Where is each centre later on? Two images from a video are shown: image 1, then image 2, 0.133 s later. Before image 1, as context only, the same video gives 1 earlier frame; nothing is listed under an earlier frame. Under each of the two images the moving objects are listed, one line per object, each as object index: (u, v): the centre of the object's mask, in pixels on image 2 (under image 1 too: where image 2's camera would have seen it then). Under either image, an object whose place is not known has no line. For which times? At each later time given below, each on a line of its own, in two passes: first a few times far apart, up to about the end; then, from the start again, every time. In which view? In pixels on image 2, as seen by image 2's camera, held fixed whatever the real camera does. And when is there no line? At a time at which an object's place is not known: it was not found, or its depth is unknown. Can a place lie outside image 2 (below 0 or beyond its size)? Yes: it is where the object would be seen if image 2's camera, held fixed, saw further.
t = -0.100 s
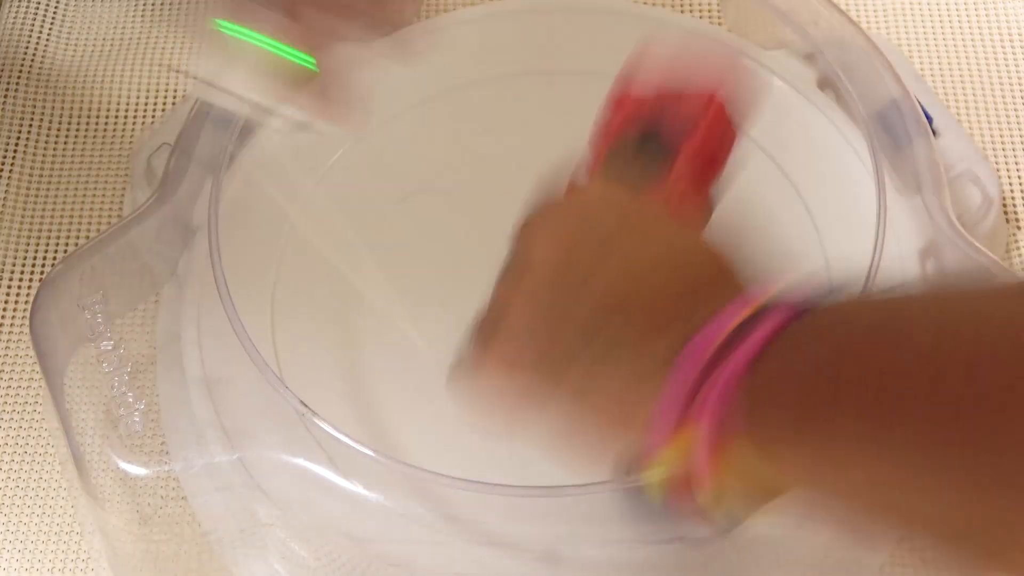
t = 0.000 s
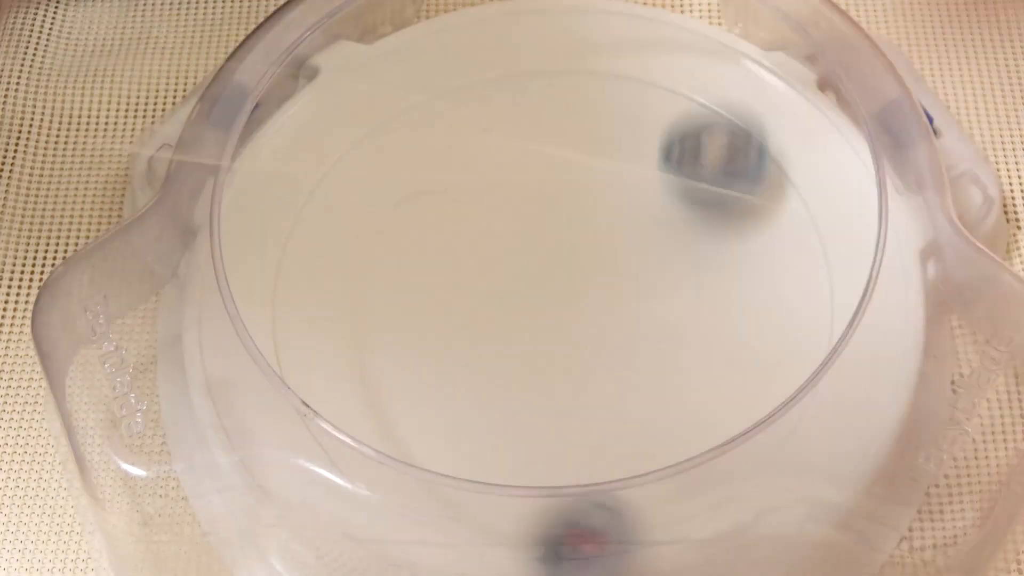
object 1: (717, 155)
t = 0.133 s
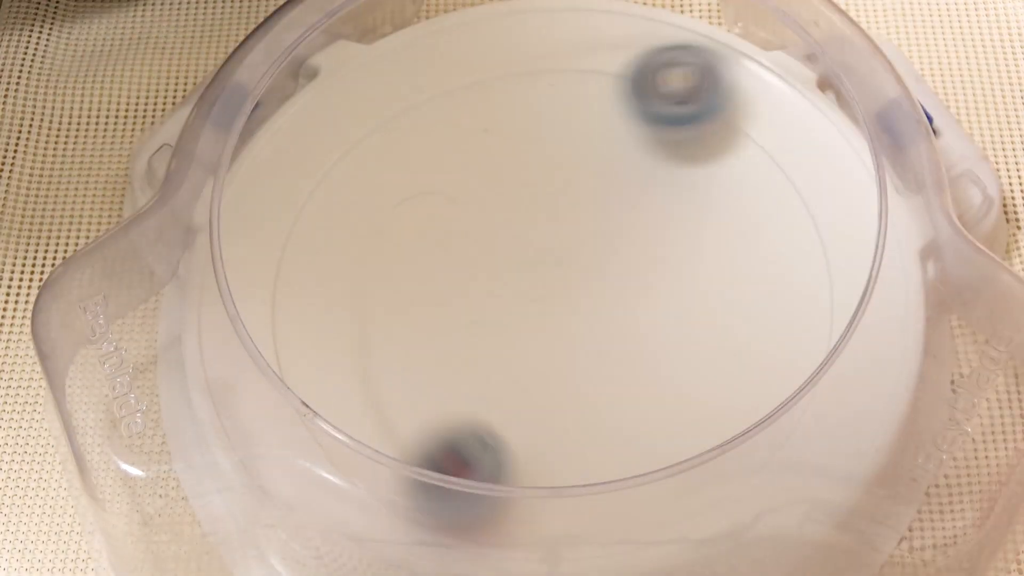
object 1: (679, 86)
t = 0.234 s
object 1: (571, 128)
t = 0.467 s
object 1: (425, 208)
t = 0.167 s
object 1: (646, 93)
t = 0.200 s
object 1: (608, 109)
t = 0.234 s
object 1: (571, 128)
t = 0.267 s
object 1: (527, 153)
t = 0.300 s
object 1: (478, 182)
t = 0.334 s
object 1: (437, 209)
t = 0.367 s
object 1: (427, 204)
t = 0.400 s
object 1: (422, 204)
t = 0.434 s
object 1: (423, 204)
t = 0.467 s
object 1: (425, 208)
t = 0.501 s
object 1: (427, 217)
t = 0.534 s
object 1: (433, 233)
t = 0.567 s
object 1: (438, 250)
